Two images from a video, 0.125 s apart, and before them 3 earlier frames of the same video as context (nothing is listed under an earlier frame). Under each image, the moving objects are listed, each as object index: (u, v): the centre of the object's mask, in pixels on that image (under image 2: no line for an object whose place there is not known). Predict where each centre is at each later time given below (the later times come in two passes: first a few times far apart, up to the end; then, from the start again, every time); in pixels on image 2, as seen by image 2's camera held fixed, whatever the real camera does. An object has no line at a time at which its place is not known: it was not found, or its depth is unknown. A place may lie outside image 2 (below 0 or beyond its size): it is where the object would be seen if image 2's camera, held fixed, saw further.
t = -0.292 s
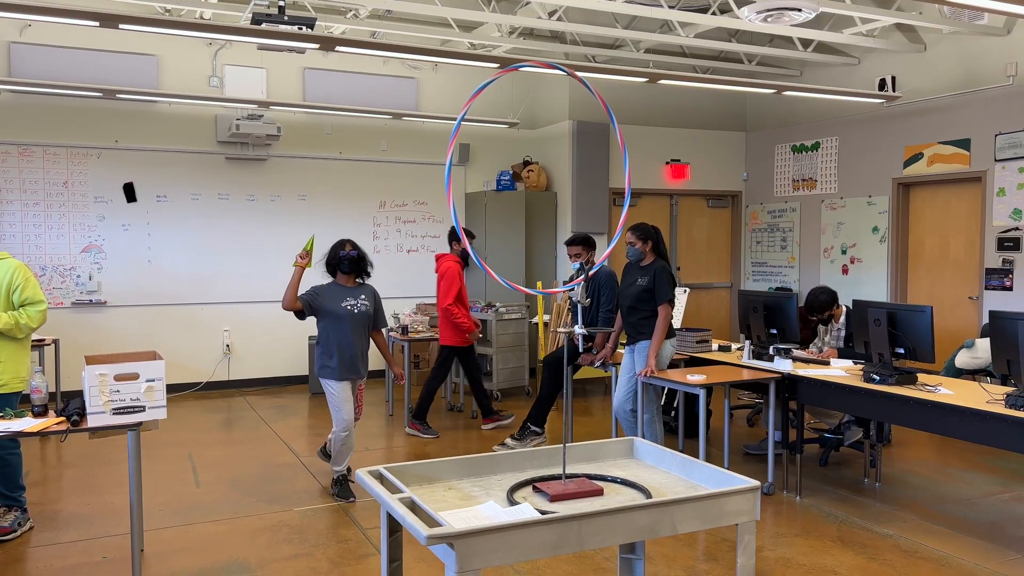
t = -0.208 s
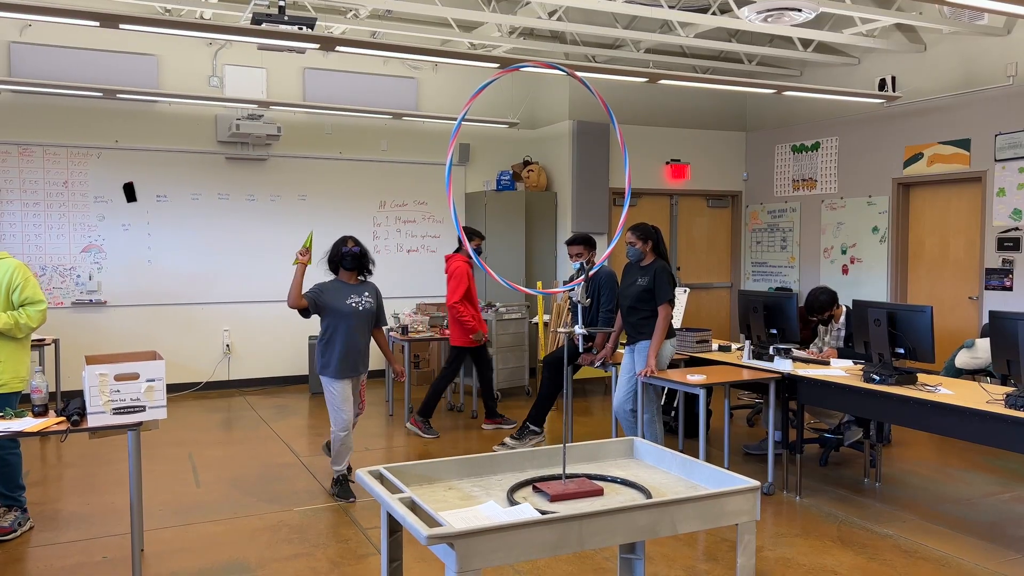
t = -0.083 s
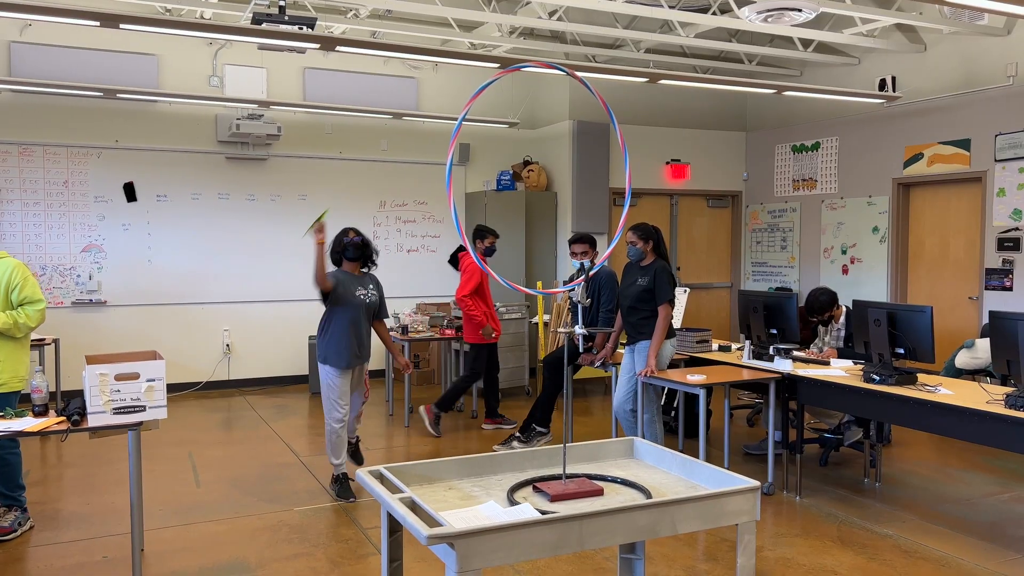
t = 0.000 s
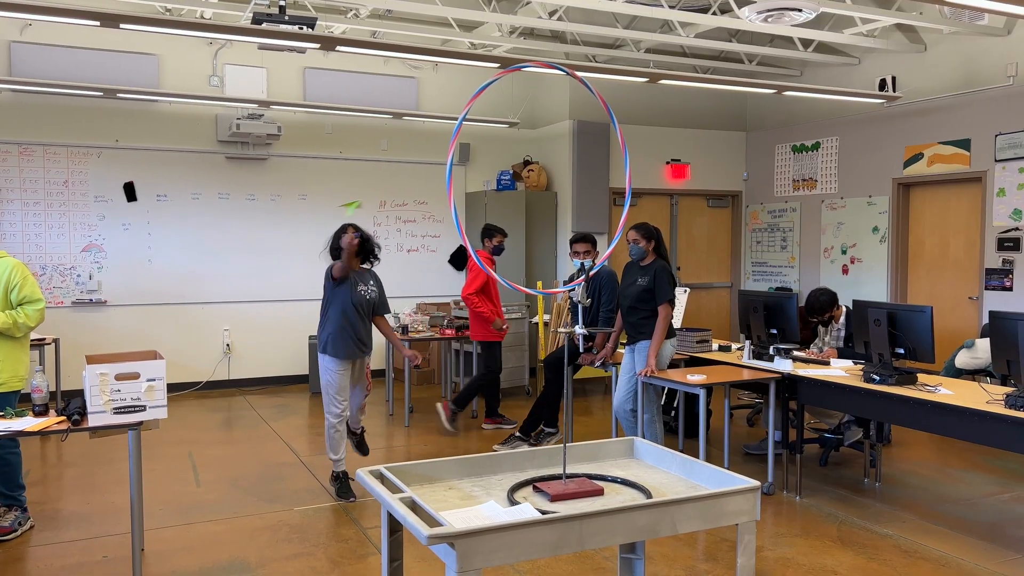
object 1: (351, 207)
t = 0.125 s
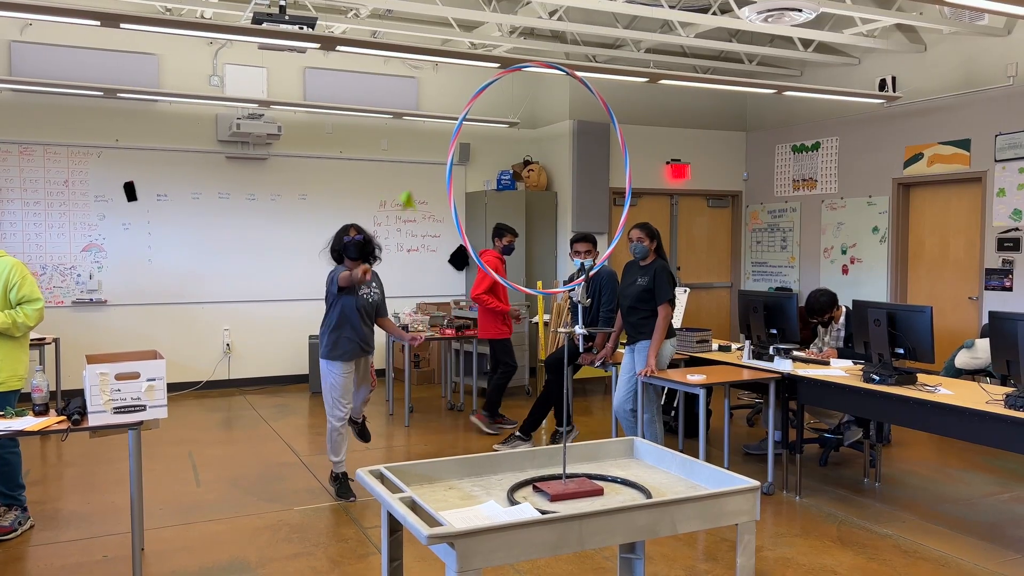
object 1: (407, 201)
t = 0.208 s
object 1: (439, 198)
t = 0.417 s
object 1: (493, 105)
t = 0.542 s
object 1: (464, 20)
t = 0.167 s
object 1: (423, 200)
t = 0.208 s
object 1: (439, 198)
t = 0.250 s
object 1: (461, 191)
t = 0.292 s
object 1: (471, 180)
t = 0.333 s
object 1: (483, 158)
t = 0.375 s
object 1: (491, 133)
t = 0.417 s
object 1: (493, 105)
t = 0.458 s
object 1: (488, 73)
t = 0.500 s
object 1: (477, 41)
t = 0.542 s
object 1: (464, 20)
